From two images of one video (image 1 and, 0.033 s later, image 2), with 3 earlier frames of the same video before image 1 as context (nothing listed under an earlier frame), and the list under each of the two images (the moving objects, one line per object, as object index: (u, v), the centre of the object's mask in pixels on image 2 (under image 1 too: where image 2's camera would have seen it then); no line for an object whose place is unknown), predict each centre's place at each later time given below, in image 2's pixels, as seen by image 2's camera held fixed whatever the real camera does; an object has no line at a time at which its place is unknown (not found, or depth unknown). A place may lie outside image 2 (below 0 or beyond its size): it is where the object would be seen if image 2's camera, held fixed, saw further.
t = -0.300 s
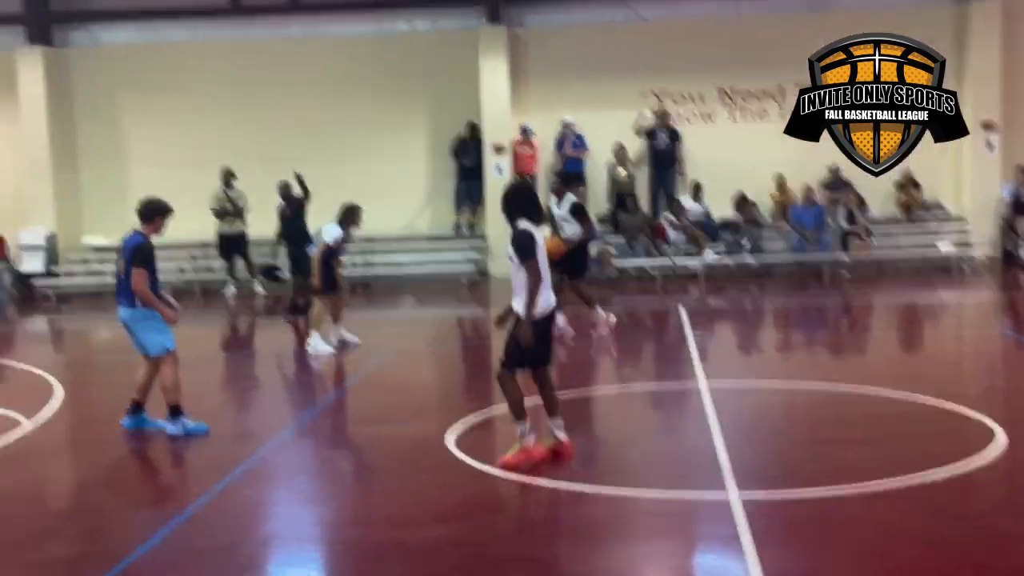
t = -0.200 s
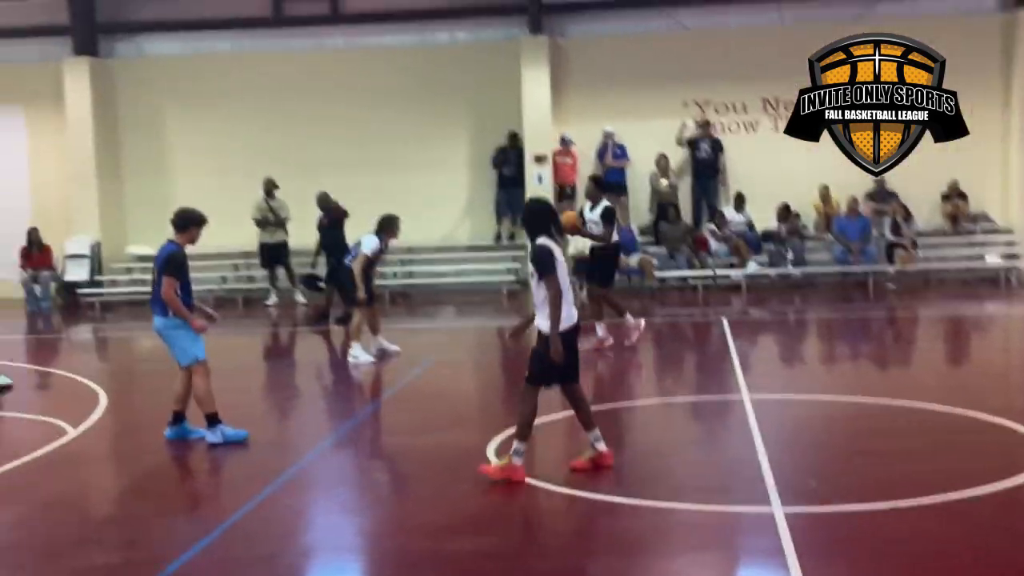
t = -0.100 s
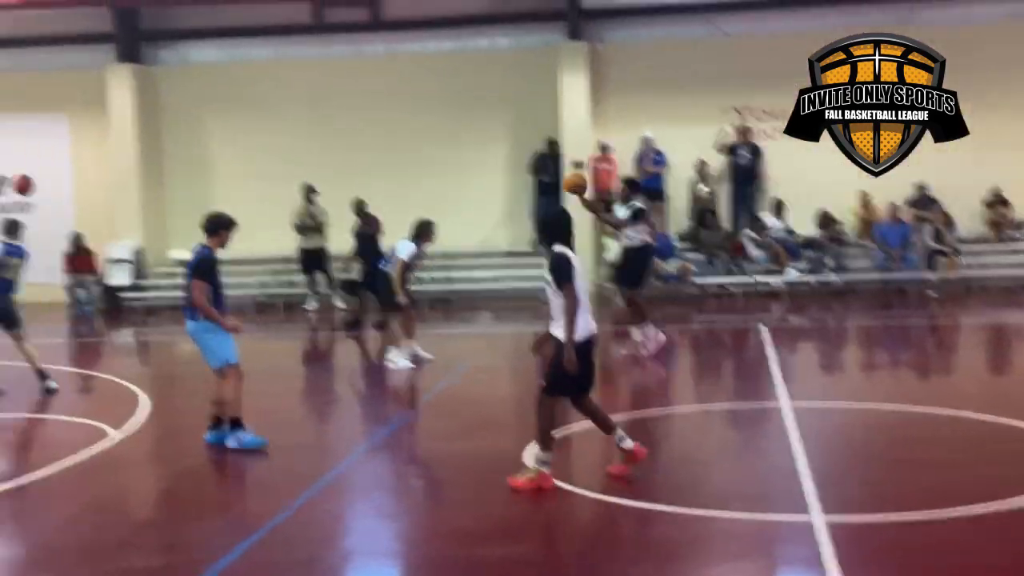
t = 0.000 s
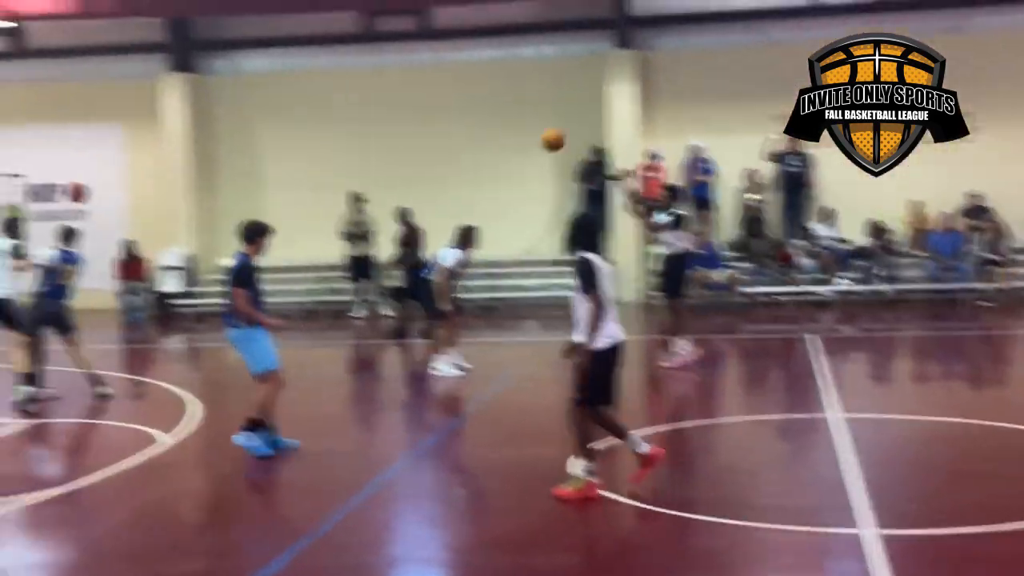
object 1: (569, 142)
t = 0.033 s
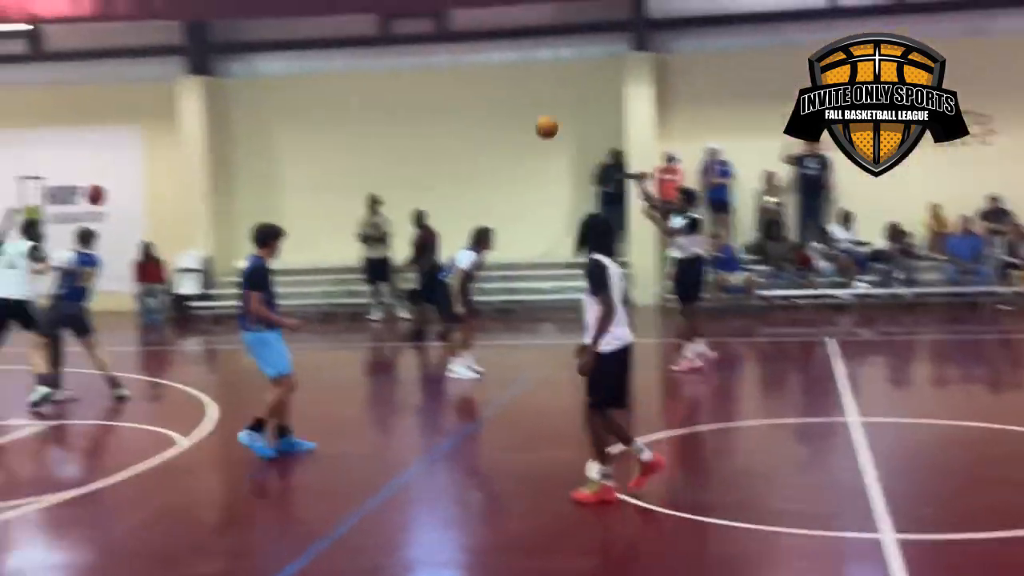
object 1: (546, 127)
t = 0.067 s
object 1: (525, 113)
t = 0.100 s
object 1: (503, 101)
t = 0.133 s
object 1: (482, 89)
